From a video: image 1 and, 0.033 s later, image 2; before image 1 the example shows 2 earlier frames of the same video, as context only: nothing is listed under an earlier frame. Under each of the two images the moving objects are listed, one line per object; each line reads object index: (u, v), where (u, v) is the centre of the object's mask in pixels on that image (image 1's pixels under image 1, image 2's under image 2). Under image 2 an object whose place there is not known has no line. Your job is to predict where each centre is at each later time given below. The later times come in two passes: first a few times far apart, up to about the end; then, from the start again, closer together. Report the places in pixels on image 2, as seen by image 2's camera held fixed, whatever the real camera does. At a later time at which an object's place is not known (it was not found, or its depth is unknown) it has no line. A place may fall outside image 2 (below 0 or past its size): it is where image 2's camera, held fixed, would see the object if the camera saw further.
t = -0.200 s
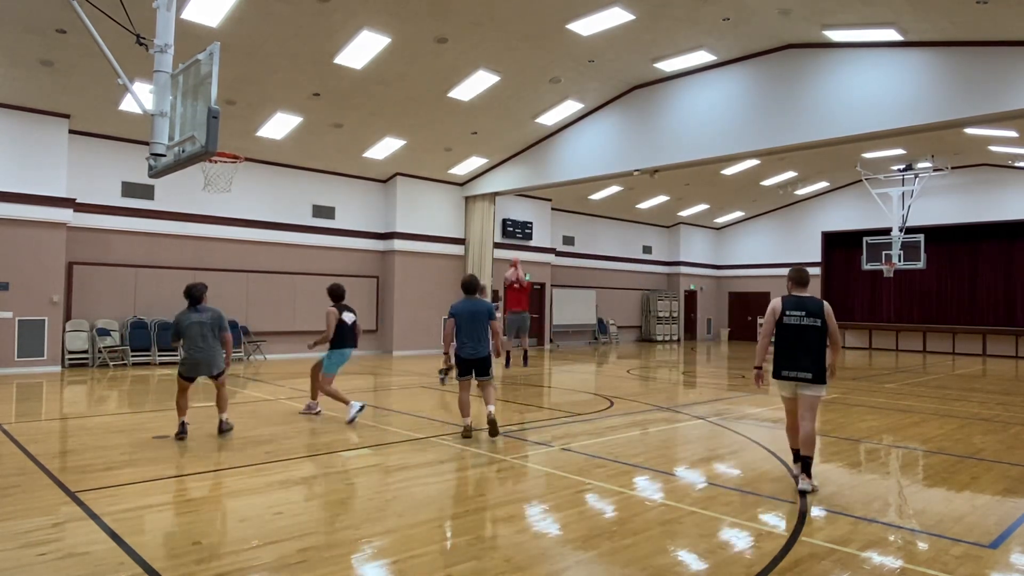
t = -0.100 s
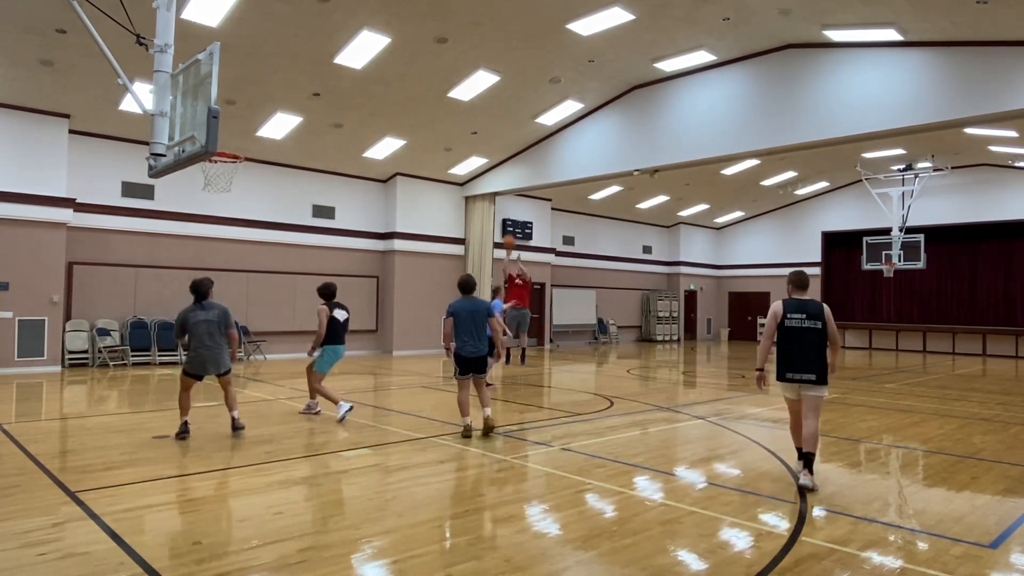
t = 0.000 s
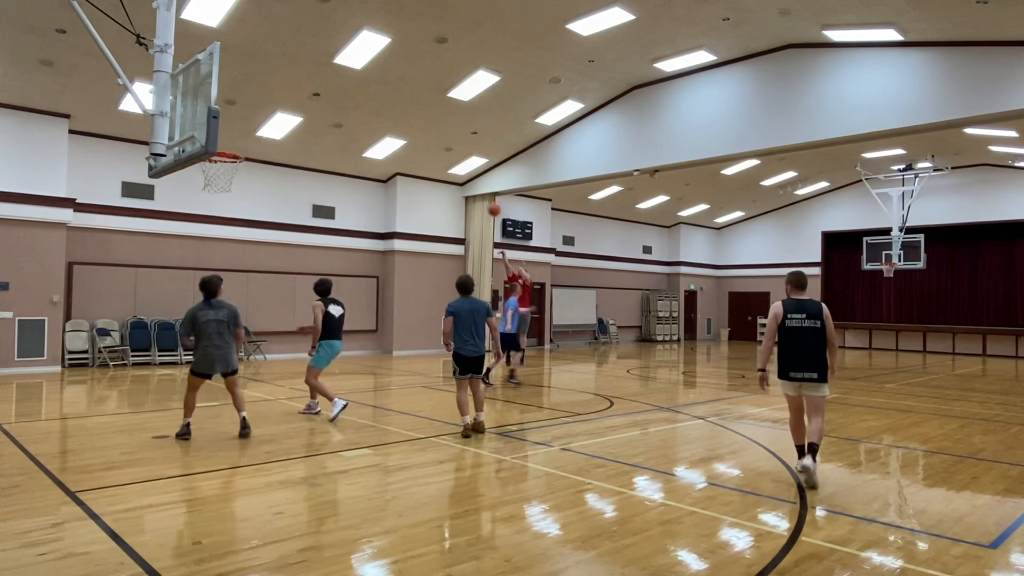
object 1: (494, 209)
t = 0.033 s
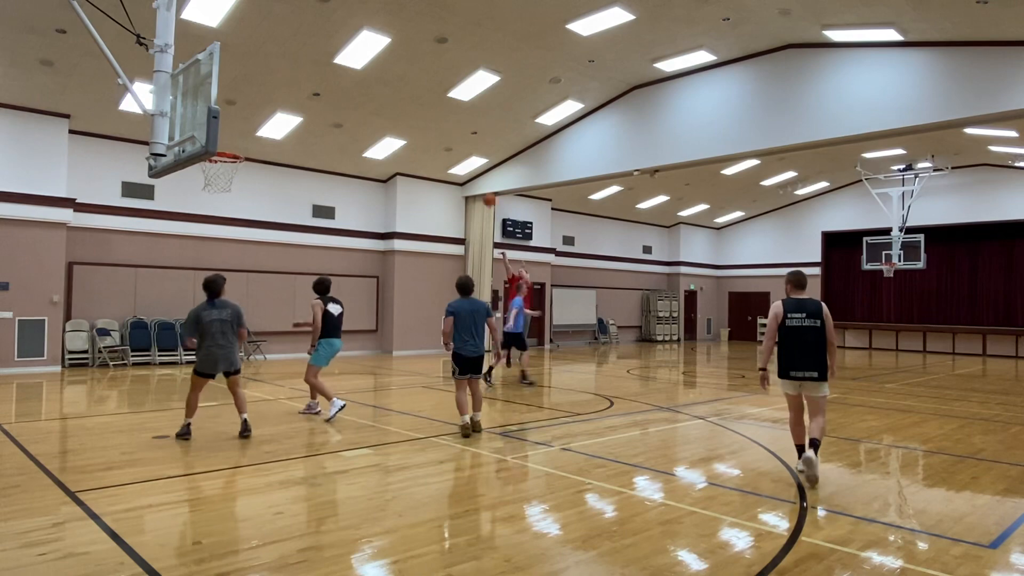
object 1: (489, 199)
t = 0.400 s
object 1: (421, 114)
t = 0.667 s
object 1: (356, 92)
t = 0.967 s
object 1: (257, 128)
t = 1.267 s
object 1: (220, 143)
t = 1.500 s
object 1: (244, 176)
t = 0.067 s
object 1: (484, 190)
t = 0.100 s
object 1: (478, 180)
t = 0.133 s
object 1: (472, 173)
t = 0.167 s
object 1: (466, 162)
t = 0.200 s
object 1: (461, 155)
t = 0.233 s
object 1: (454, 147)
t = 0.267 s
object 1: (448, 139)
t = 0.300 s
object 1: (441, 132)
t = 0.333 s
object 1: (435, 126)
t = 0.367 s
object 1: (428, 120)
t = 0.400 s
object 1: (421, 114)
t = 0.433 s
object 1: (414, 109)
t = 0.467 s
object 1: (406, 105)
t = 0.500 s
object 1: (398, 101)
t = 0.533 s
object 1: (390, 98)
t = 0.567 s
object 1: (382, 95)
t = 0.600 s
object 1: (373, 93)
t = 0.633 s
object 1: (365, 92)
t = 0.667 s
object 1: (356, 92)
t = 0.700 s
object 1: (346, 92)
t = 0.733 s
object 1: (337, 94)
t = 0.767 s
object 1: (327, 96)
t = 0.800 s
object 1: (316, 99)
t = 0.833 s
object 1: (306, 103)
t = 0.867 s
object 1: (295, 107)
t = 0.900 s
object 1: (283, 111)
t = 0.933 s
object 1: (269, 119)
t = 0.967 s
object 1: (257, 128)
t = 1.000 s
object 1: (245, 137)
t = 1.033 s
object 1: (232, 146)
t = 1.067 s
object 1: (225, 145)
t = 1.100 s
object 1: (220, 144)
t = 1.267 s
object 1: (220, 143)
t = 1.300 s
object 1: (222, 144)
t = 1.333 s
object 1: (224, 145)
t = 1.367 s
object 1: (227, 147)
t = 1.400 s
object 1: (231, 150)
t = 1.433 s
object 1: (242, 166)
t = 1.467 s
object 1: (243, 171)
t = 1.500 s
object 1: (244, 176)
